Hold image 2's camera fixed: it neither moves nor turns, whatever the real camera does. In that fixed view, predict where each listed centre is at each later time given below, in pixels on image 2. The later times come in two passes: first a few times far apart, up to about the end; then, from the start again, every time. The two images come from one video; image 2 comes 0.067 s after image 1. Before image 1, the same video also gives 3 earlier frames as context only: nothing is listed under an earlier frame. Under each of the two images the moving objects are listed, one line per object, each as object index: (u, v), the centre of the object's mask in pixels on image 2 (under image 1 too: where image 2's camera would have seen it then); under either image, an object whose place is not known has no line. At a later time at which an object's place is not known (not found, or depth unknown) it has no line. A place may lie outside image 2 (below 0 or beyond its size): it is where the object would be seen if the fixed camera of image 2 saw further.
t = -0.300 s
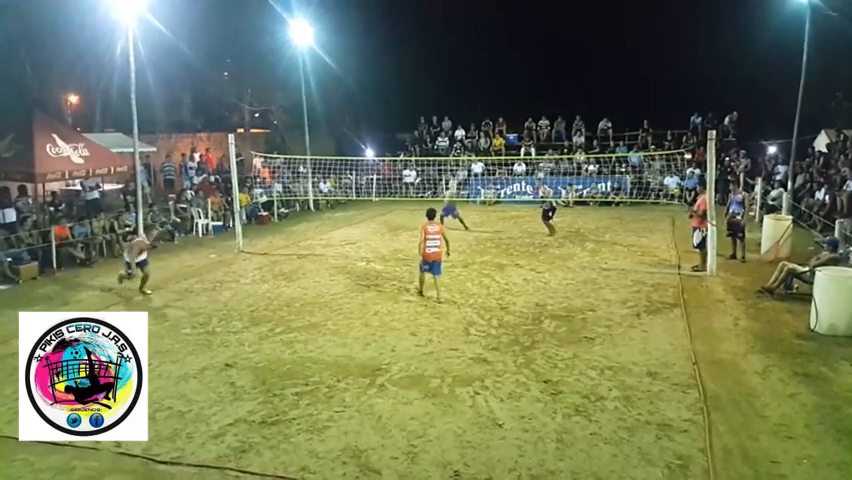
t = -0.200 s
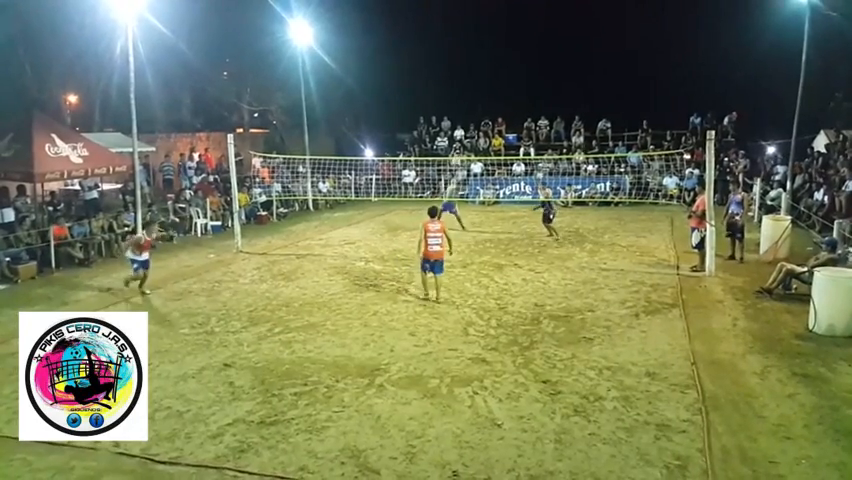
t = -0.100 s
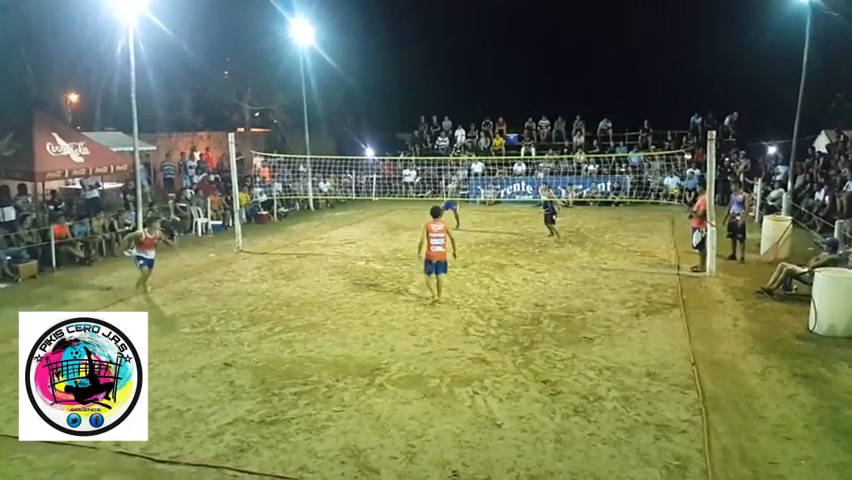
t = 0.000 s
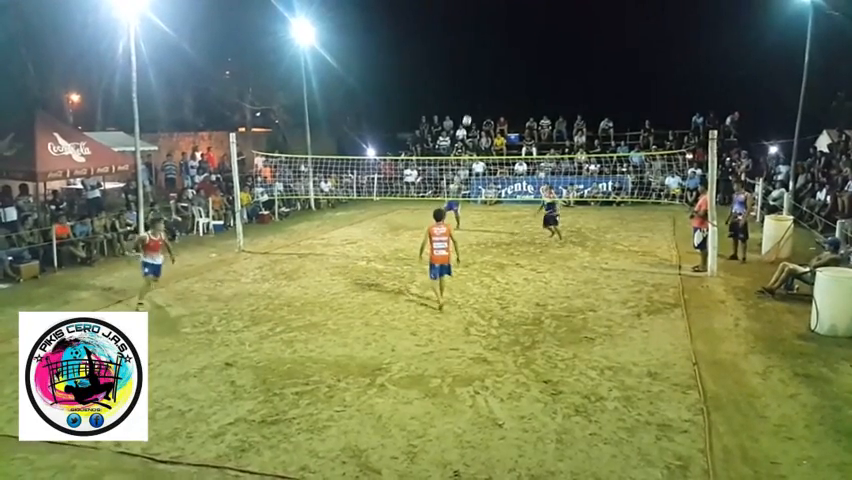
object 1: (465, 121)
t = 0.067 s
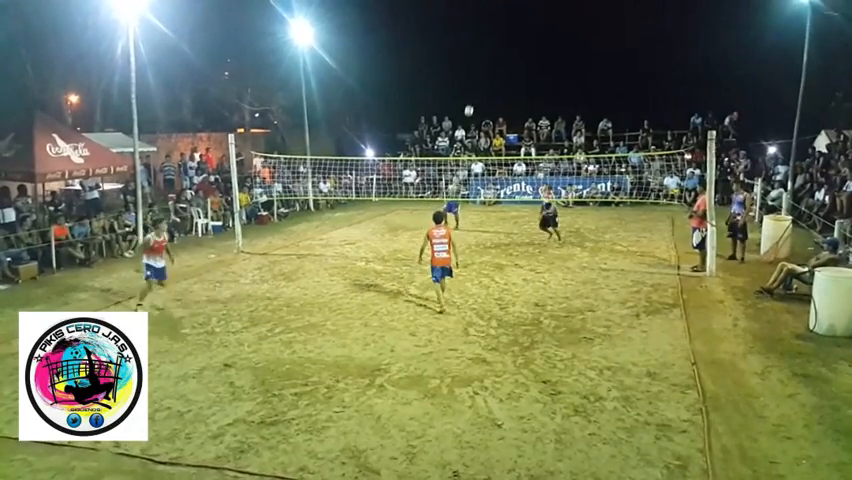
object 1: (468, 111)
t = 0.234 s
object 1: (476, 90)
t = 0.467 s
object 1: (489, 78)
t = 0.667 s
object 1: (501, 84)
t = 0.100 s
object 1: (470, 105)
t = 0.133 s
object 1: (472, 101)
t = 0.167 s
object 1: (473, 97)
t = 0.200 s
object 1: (475, 93)
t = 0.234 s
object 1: (476, 90)
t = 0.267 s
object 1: (478, 87)
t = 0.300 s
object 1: (480, 85)
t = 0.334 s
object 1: (482, 83)
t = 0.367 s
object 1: (484, 81)
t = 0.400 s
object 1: (486, 79)
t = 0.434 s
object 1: (488, 78)
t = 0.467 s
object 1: (489, 78)
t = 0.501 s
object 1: (491, 78)
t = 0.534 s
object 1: (493, 78)
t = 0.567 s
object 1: (496, 79)
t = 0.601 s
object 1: (497, 80)
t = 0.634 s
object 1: (499, 82)
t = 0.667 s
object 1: (501, 84)
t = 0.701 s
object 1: (504, 87)
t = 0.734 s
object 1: (506, 90)
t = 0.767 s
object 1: (508, 94)
